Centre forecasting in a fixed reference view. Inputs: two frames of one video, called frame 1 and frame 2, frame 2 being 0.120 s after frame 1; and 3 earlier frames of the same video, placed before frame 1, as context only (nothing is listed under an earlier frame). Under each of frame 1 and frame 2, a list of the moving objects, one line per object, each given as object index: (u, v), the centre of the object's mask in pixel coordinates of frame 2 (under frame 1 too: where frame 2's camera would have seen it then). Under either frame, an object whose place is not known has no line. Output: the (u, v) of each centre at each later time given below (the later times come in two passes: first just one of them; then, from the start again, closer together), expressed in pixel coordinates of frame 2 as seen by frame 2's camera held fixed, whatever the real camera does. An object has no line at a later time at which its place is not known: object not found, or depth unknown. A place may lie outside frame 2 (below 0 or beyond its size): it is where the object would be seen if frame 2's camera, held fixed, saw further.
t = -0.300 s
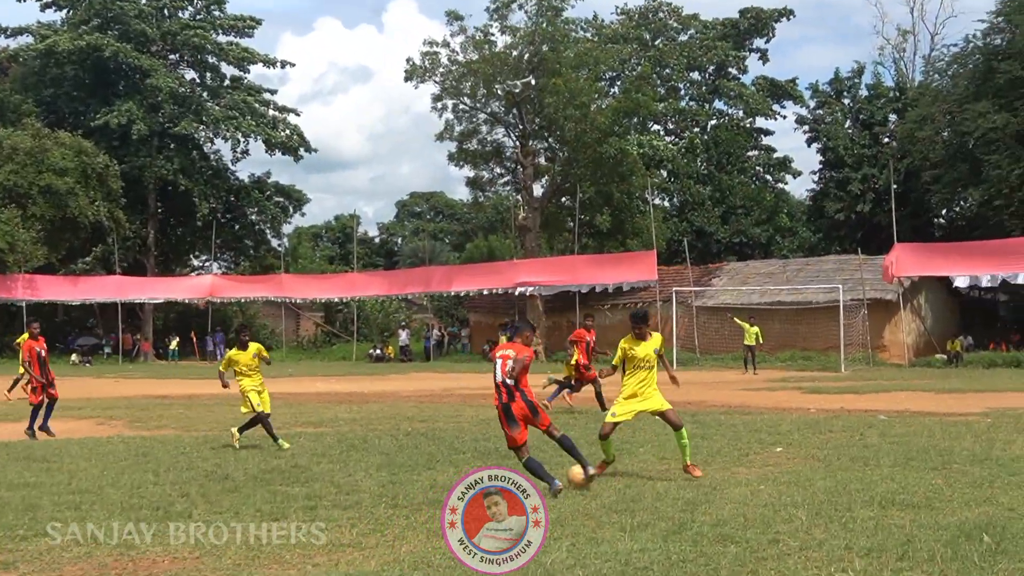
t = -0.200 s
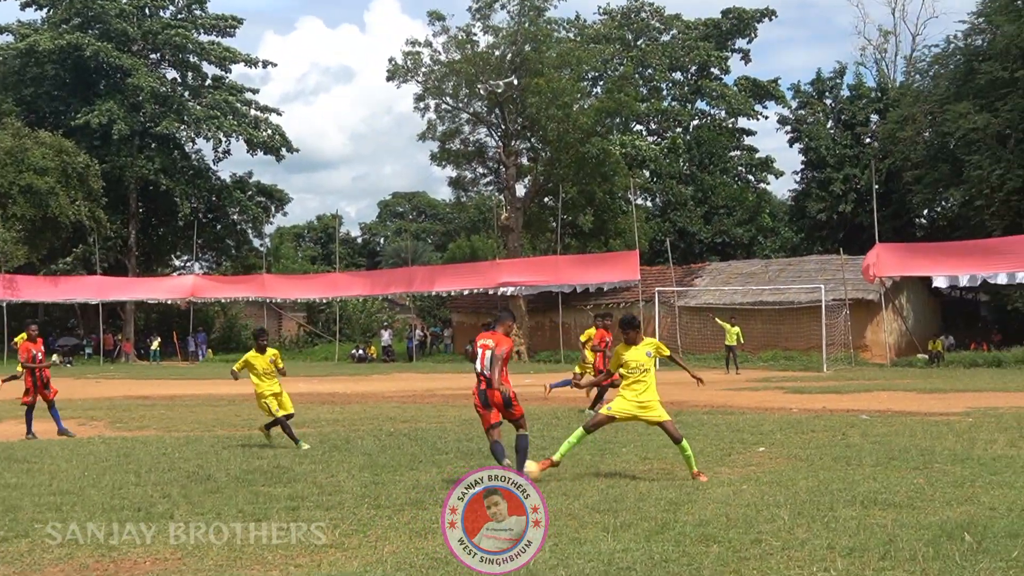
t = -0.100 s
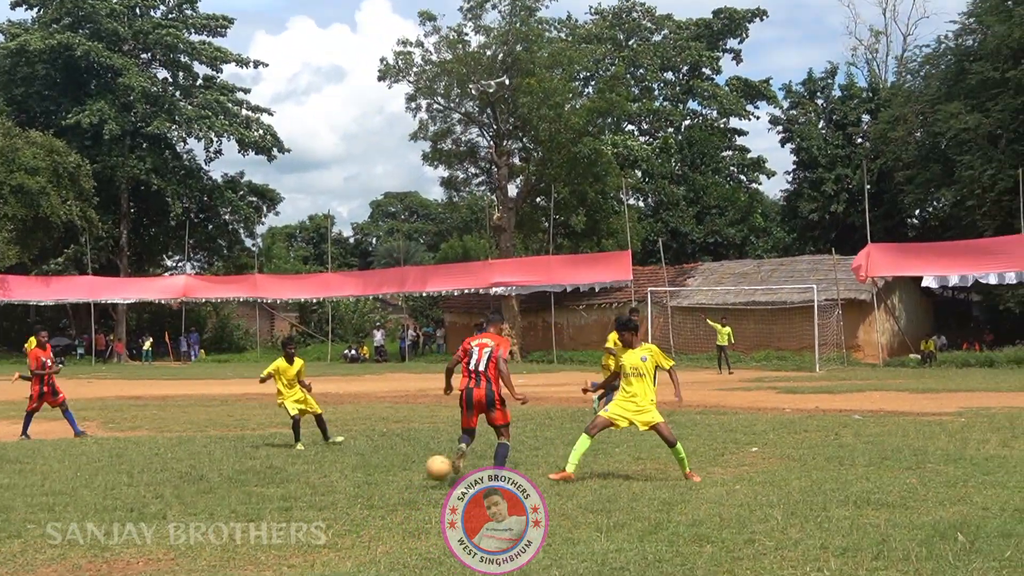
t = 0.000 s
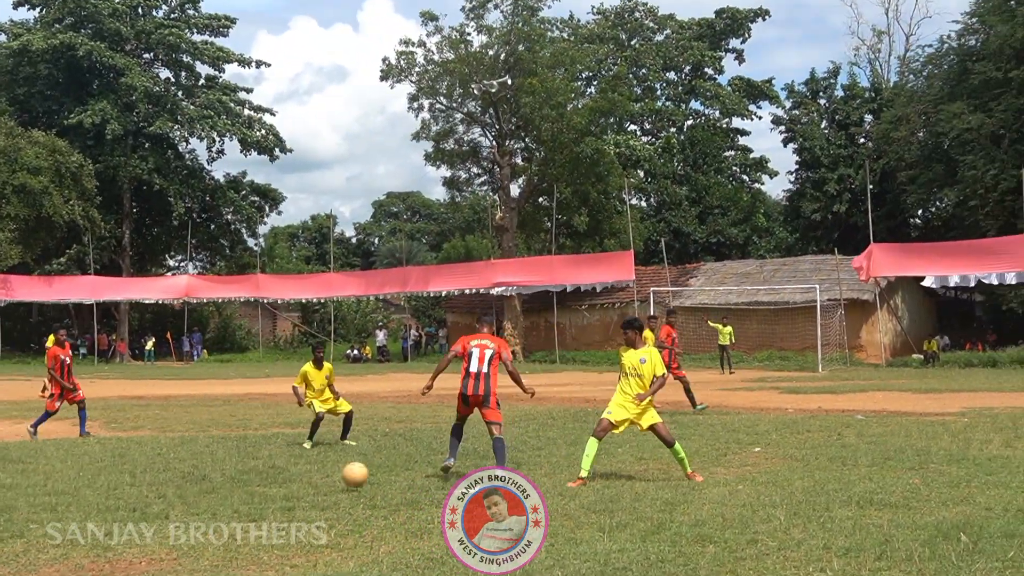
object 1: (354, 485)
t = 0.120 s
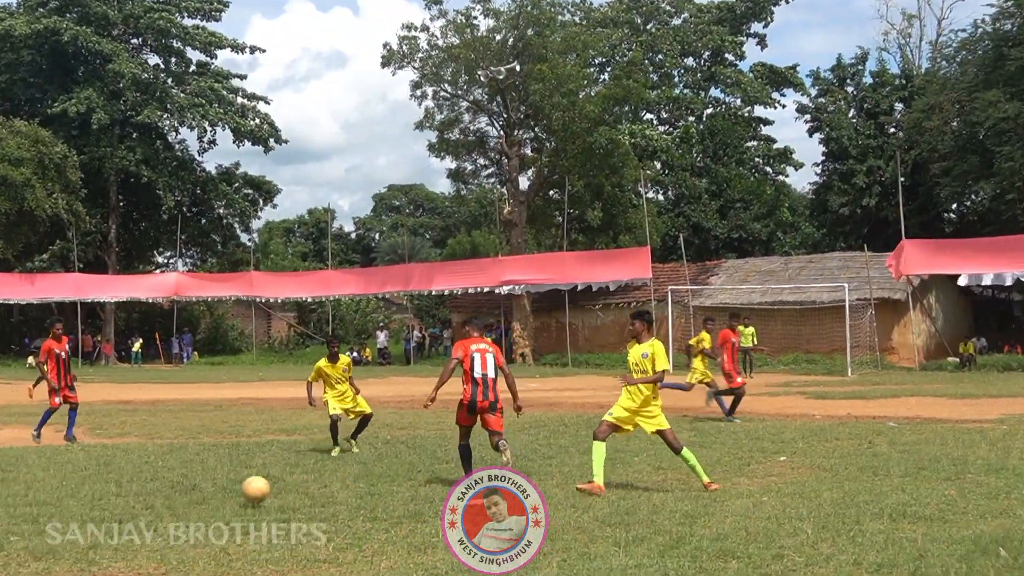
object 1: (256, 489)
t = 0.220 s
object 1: (187, 486)
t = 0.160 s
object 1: (229, 486)
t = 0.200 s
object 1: (201, 485)
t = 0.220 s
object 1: (187, 486)
